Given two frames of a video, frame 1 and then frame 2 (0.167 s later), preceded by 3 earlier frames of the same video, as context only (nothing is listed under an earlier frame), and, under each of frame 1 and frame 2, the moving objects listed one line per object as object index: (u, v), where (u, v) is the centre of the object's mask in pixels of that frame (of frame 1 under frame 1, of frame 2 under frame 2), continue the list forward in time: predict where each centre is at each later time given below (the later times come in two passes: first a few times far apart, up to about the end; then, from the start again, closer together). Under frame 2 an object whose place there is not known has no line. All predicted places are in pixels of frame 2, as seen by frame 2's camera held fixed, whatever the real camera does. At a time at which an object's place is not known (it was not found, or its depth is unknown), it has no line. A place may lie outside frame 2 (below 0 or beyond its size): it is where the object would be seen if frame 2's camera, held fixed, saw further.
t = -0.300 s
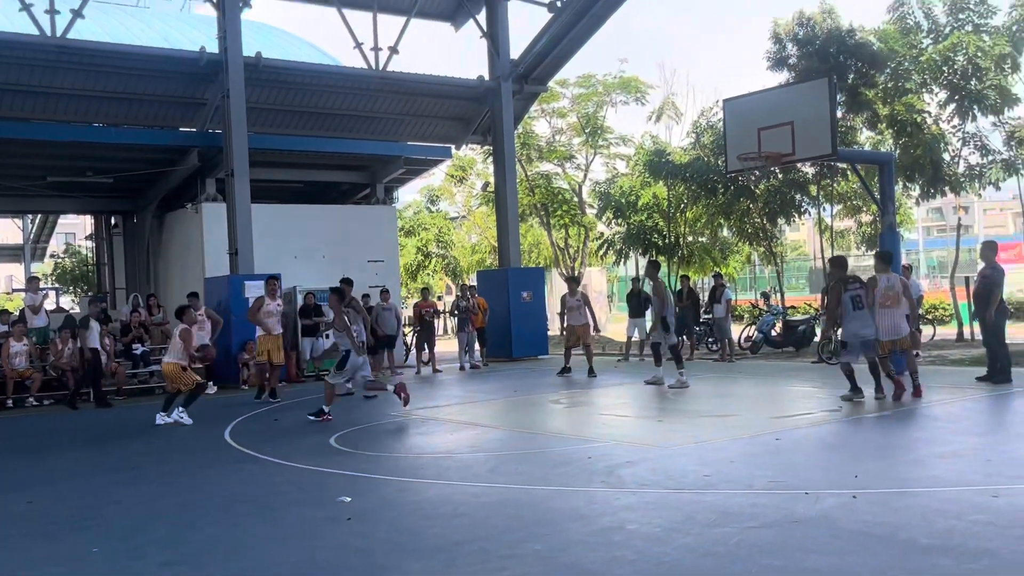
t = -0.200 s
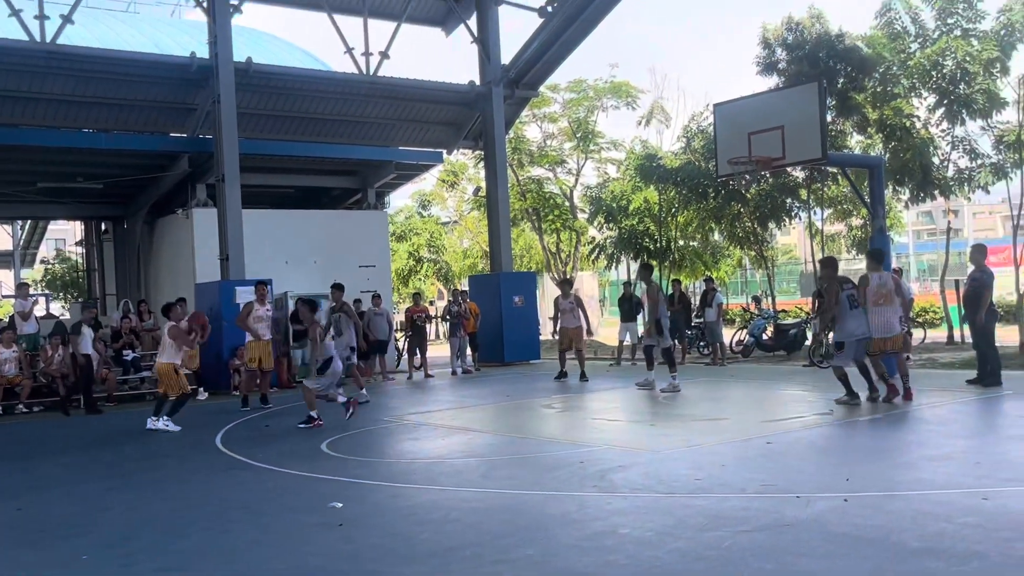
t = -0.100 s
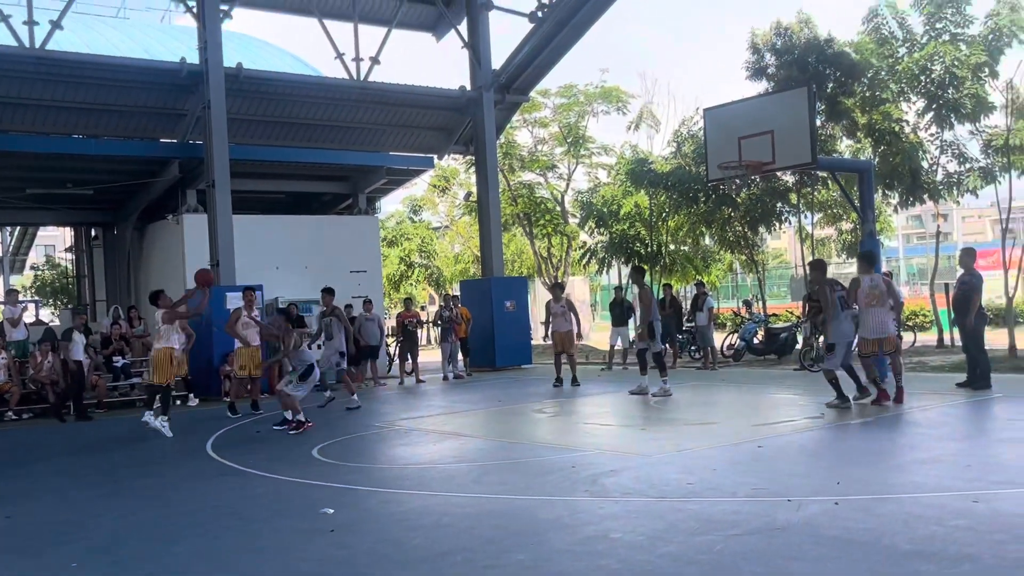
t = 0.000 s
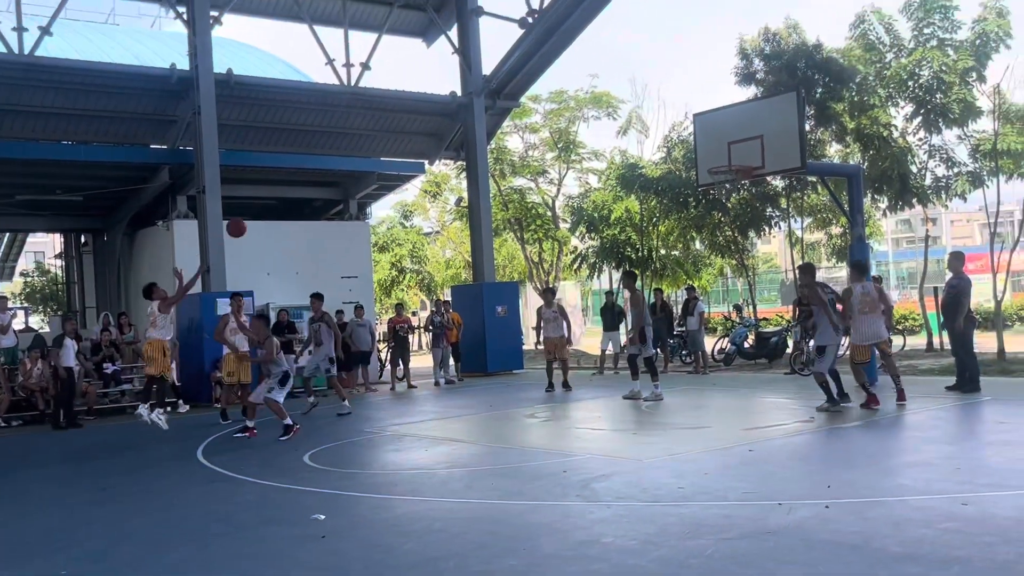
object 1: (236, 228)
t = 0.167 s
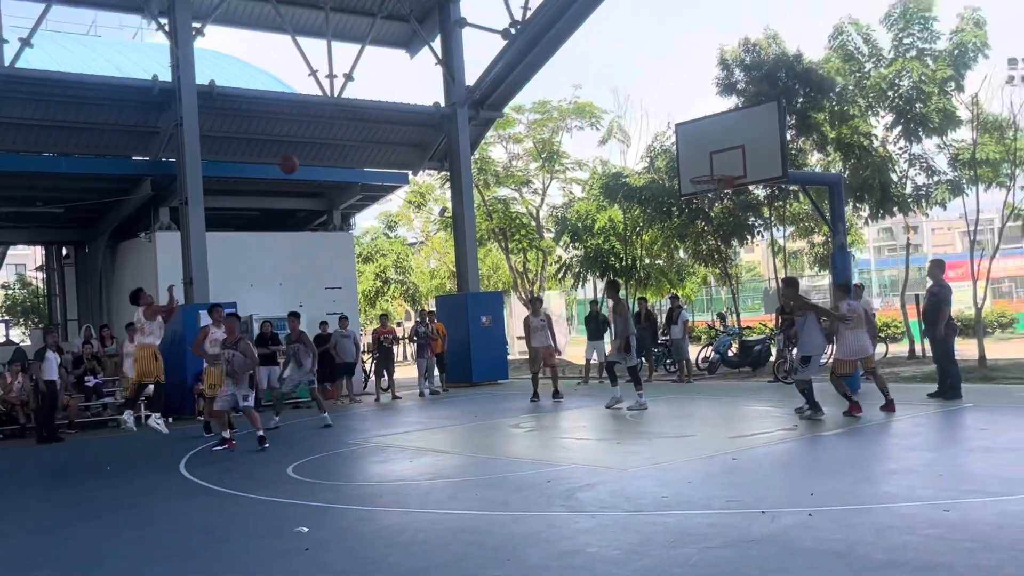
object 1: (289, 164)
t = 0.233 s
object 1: (316, 141)
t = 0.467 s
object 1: (409, 87)
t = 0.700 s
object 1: (504, 78)
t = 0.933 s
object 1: (596, 106)
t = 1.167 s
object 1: (687, 173)
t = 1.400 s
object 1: (657, 117)
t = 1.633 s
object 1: (631, 101)
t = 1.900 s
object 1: (604, 134)
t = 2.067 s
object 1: (589, 185)
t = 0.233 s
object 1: (316, 141)
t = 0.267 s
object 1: (329, 130)
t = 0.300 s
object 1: (345, 121)
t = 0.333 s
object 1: (357, 113)
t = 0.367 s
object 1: (370, 104)
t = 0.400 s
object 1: (383, 97)
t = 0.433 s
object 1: (396, 92)
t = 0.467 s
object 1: (409, 87)
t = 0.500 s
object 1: (423, 83)
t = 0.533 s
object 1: (436, 80)
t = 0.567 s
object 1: (449, 77)
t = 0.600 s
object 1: (462, 76)
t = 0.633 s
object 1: (476, 76)
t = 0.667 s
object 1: (490, 76)
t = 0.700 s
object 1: (504, 78)
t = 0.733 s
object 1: (515, 77)
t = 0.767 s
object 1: (529, 82)
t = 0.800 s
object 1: (543, 84)
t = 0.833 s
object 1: (556, 89)
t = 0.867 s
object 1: (570, 94)
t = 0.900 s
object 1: (582, 99)
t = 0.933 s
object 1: (596, 106)
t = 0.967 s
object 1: (609, 114)
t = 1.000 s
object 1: (622, 122)
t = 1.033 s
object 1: (635, 131)
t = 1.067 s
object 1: (649, 141)
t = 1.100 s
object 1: (662, 152)
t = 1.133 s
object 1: (676, 163)
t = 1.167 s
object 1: (687, 173)
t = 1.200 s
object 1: (683, 163)
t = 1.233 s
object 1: (678, 154)
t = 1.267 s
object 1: (674, 144)
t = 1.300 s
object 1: (669, 136)
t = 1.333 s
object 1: (665, 129)
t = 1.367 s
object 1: (662, 122)
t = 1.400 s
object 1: (657, 117)
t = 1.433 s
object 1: (654, 112)
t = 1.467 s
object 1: (650, 108)
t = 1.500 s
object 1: (646, 105)
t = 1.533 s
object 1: (642, 103)
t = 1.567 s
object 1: (639, 101)
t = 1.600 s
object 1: (635, 101)
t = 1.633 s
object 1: (631, 101)
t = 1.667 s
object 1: (628, 102)
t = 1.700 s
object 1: (624, 104)
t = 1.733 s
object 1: (621, 107)
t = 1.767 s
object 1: (617, 111)
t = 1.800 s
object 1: (614, 115)
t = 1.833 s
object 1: (611, 121)
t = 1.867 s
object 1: (607, 127)
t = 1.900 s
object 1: (604, 134)
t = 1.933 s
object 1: (601, 142)
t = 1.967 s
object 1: (597, 151)
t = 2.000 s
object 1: (595, 162)
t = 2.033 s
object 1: (592, 173)
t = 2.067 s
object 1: (589, 185)
